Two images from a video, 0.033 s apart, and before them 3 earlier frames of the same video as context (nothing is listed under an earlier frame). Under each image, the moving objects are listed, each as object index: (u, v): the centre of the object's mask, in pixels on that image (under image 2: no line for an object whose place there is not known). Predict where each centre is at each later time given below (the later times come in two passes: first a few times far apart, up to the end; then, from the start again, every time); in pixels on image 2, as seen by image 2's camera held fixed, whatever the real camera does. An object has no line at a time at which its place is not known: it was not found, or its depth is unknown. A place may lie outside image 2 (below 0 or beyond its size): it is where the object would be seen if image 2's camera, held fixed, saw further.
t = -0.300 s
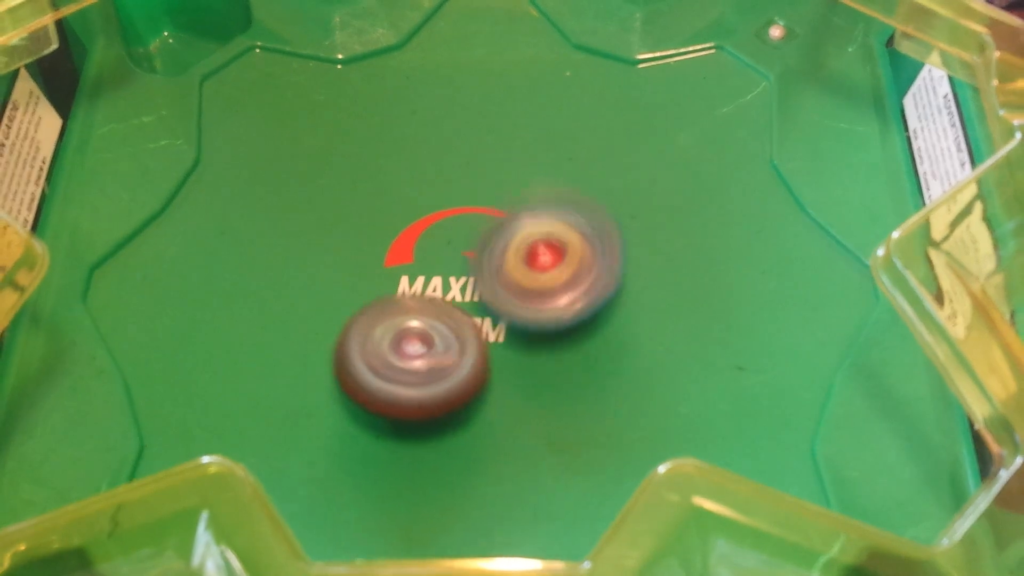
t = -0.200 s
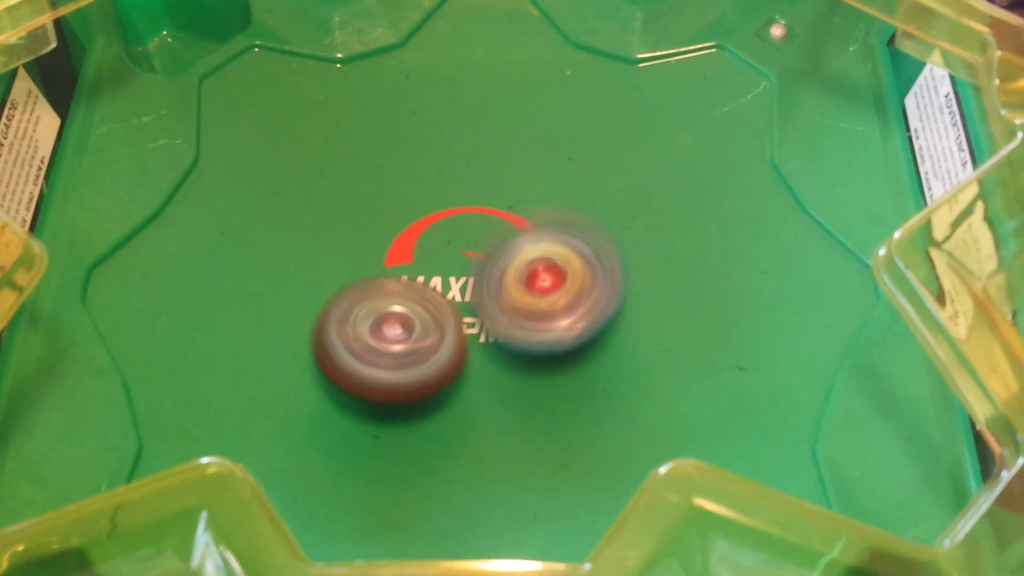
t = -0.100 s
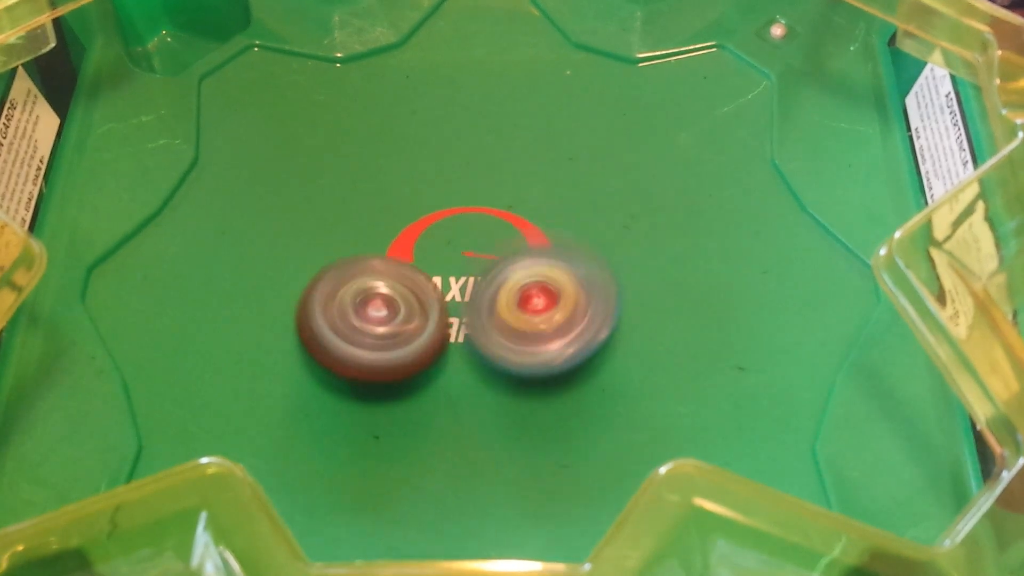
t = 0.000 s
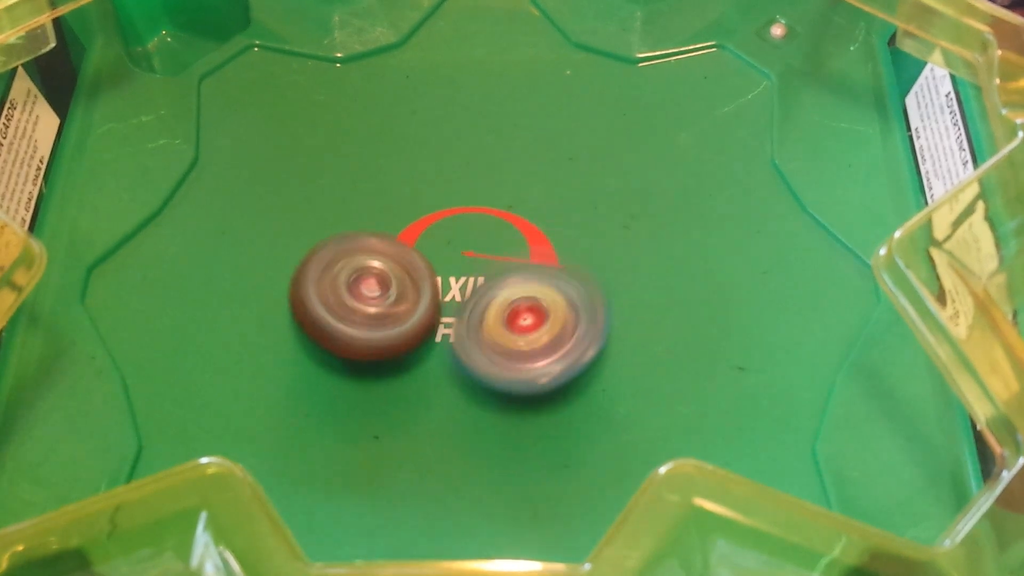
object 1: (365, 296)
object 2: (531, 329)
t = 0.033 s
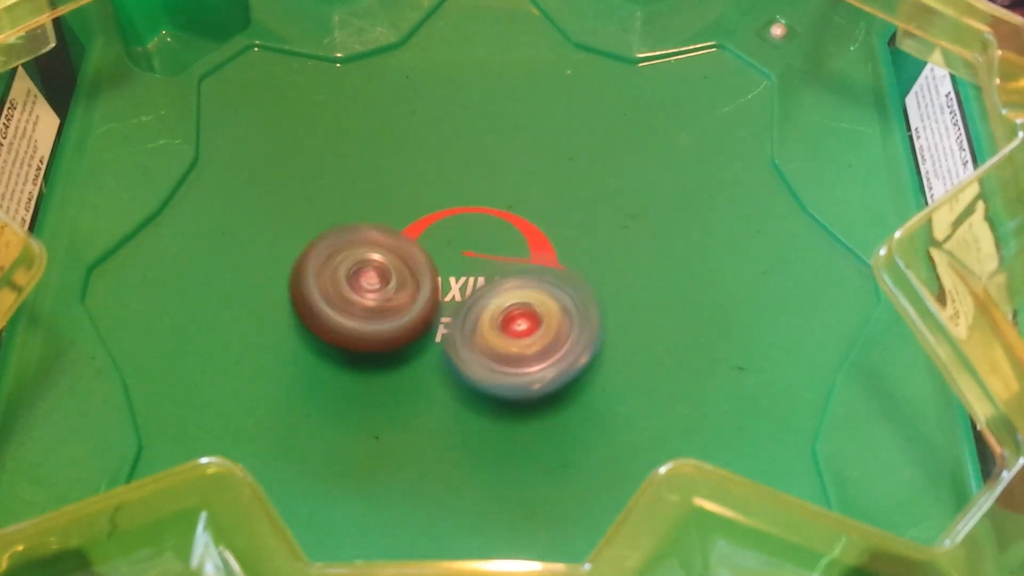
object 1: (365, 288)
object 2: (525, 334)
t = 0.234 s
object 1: (381, 240)
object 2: (481, 354)
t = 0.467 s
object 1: (435, 206)
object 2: (428, 344)
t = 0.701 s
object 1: (523, 172)
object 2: (385, 363)
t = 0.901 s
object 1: (584, 187)
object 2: (386, 337)
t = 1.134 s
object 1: (610, 253)
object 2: (434, 298)
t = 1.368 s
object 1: (613, 345)
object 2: (427, 244)
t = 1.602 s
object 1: (548, 407)
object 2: (437, 216)
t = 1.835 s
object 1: (445, 399)
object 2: (471, 222)
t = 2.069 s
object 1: (347, 337)
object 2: (529, 250)
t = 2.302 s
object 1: (336, 270)
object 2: (577, 272)
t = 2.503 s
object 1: (397, 230)
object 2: (562, 311)
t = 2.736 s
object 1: (494, 159)
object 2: (493, 396)
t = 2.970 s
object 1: (557, 191)
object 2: (443, 371)
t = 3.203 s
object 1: (577, 282)
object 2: (363, 299)
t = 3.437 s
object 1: (520, 346)
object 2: (357, 231)
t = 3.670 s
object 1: (422, 387)
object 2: (442, 189)
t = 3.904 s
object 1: (379, 343)
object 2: (534, 231)
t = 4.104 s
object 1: (394, 277)
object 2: (551, 350)
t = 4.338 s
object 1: (474, 237)
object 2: (532, 435)
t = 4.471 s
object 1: (525, 238)
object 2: (538, 419)
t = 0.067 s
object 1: (366, 280)
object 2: (519, 339)
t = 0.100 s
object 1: (367, 273)
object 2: (510, 344)
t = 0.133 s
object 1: (368, 264)
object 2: (503, 348)
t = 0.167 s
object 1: (371, 255)
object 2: (495, 351)
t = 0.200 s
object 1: (375, 247)
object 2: (488, 354)
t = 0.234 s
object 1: (381, 240)
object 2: (481, 354)
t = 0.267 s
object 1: (387, 234)
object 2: (474, 356)
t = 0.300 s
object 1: (392, 228)
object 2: (466, 356)
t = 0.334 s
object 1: (397, 222)
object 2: (459, 355)
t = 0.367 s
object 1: (405, 217)
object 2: (452, 352)
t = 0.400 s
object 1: (414, 211)
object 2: (446, 351)
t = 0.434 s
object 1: (424, 208)
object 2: (438, 345)
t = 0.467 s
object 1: (435, 206)
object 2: (428, 344)
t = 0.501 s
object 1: (450, 198)
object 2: (414, 356)
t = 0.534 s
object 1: (465, 191)
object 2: (408, 363)
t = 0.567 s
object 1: (476, 185)
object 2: (402, 364)
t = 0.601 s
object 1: (488, 179)
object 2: (397, 365)
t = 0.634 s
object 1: (499, 176)
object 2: (392, 365)
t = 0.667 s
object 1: (511, 173)
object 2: (388, 364)
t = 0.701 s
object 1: (523, 172)
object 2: (385, 363)
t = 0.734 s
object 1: (535, 171)
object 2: (382, 360)
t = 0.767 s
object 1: (546, 172)
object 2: (381, 358)
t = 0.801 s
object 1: (557, 174)
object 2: (380, 354)
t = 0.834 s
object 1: (567, 177)
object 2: (381, 349)
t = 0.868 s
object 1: (576, 182)
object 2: (383, 344)
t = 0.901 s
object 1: (584, 187)
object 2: (386, 337)
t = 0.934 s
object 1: (591, 194)
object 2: (390, 332)
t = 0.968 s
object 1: (597, 201)
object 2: (395, 327)
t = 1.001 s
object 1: (603, 210)
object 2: (402, 320)
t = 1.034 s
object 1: (607, 219)
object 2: (408, 314)
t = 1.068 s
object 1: (609, 230)
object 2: (415, 309)
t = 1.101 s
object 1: (611, 241)
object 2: (424, 302)
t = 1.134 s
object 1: (610, 253)
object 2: (434, 298)
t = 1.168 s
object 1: (608, 265)
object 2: (444, 293)
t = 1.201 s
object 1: (607, 278)
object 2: (448, 285)
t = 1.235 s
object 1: (609, 292)
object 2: (449, 277)
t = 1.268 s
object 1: (615, 309)
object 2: (440, 265)
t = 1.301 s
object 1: (615, 322)
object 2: (431, 255)
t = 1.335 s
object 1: (615, 334)
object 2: (428, 249)
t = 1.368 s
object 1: (613, 345)
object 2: (427, 244)
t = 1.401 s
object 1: (608, 357)
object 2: (426, 239)
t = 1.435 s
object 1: (602, 368)
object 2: (427, 233)
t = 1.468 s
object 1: (594, 378)
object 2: (429, 229)
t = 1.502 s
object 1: (584, 387)
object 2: (429, 225)
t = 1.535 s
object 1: (573, 395)
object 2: (432, 221)
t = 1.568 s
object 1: (562, 402)
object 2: (434, 218)
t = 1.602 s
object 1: (548, 407)
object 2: (437, 216)
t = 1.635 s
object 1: (533, 411)
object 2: (441, 215)
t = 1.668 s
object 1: (518, 413)
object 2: (445, 214)
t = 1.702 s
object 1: (503, 413)
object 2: (449, 214)
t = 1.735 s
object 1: (488, 412)
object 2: (453, 215)
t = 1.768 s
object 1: (473, 409)
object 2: (459, 216)
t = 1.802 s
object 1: (459, 405)
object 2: (467, 217)
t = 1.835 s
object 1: (445, 399)
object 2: (471, 222)
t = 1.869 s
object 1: (431, 393)
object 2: (473, 226)
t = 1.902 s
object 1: (419, 384)
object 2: (478, 232)
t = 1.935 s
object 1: (407, 374)
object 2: (482, 239)
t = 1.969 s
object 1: (396, 365)
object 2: (486, 244)
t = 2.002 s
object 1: (385, 355)
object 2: (493, 246)
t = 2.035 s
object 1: (366, 345)
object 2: (511, 250)
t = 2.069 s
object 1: (347, 337)
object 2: (529, 250)
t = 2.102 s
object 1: (336, 325)
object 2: (542, 250)
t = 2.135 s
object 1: (330, 314)
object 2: (549, 251)
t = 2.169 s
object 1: (327, 304)
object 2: (556, 253)
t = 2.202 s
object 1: (327, 295)
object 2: (563, 256)
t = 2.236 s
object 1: (329, 285)
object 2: (569, 261)
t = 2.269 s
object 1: (332, 278)
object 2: (573, 266)
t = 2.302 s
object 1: (336, 270)
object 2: (577, 272)
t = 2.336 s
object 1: (343, 264)
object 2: (578, 279)
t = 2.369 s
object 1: (351, 256)
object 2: (578, 285)
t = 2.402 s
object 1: (361, 248)
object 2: (577, 292)
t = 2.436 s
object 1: (371, 241)
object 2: (573, 298)
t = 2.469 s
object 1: (383, 235)
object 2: (568, 304)
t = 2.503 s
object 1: (397, 230)
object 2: (562, 311)
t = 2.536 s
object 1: (413, 223)
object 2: (555, 315)
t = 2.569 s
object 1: (427, 218)
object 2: (547, 318)
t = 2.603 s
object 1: (443, 213)
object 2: (538, 323)
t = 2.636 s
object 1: (457, 206)
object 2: (525, 336)
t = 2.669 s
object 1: (469, 184)
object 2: (514, 366)
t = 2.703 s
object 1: (482, 168)
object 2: (504, 387)
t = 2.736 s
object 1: (494, 159)
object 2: (493, 396)
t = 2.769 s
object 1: (506, 157)
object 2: (486, 396)
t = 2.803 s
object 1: (516, 155)
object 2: (479, 395)
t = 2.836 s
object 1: (527, 158)
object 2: (472, 393)
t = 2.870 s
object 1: (535, 164)
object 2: (466, 390)
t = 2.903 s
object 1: (544, 172)
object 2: (459, 384)
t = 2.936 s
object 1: (551, 181)
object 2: (450, 377)
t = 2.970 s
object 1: (557, 191)
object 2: (443, 371)
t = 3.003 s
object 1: (560, 202)
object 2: (439, 365)
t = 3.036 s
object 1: (562, 215)
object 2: (431, 354)
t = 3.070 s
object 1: (563, 229)
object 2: (423, 345)
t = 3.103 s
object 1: (561, 243)
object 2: (418, 333)
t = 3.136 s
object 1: (560, 255)
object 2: (411, 322)
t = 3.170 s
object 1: (572, 267)
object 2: (387, 312)
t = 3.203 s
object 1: (577, 282)
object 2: (363, 299)
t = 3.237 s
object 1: (575, 295)
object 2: (347, 286)
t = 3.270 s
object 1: (570, 308)
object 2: (340, 273)
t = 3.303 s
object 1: (563, 318)
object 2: (338, 263)
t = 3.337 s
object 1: (555, 327)
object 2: (337, 252)
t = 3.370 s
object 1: (545, 333)
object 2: (343, 242)
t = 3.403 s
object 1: (532, 340)
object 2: (350, 235)
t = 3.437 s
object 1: (520, 346)
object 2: (357, 231)
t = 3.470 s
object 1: (507, 351)
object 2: (365, 228)
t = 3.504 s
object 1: (493, 349)
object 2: (373, 226)
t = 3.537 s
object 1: (479, 355)
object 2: (384, 222)
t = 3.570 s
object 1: (466, 357)
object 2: (394, 224)
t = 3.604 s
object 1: (449, 353)
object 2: (407, 222)
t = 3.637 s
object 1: (434, 375)
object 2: (424, 205)
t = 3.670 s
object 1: (422, 387)
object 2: (442, 189)
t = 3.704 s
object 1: (407, 381)
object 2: (463, 184)
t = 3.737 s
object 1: (398, 381)
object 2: (480, 185)
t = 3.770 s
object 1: (392, 372)
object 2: (493, 188)
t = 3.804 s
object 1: (387, 367)
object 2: (509, 196)
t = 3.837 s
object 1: (381, 358)
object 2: (516, 204)
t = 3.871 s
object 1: (378, 349)
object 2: (529, 214)
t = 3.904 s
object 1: (379, 343)
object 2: (534, 231)
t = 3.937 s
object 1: (380, 334)
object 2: (537, 247)
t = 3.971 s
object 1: (384, 326)
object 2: (542, 263)
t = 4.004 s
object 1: (389, 317)
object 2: (545, 284)
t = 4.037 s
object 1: (386, 303)
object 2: (546, 309)
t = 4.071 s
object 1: (387, 289)
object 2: (551, 330)
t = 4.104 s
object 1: (394, 277)
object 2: (551, 350)
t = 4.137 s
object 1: (403, 271)
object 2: (548, 370)
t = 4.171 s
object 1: (413, 261)
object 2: (545, 390)
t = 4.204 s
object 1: (425, 254)
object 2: (538, 408)
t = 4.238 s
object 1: (436, 247)
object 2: (533, 422)
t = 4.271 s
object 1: (448, 244)
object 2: (530, 430)
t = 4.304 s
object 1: (460, 240)
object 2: (530, 435)
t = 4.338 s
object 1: (474, 237)
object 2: (532, 435)
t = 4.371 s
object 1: (487, 235)
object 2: (534, 433)
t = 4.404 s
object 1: (500, 236)
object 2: (535, 429)
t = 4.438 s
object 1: (513, 236)
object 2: (537, 424)
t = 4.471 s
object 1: (525, 238)
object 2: (538, 419)
